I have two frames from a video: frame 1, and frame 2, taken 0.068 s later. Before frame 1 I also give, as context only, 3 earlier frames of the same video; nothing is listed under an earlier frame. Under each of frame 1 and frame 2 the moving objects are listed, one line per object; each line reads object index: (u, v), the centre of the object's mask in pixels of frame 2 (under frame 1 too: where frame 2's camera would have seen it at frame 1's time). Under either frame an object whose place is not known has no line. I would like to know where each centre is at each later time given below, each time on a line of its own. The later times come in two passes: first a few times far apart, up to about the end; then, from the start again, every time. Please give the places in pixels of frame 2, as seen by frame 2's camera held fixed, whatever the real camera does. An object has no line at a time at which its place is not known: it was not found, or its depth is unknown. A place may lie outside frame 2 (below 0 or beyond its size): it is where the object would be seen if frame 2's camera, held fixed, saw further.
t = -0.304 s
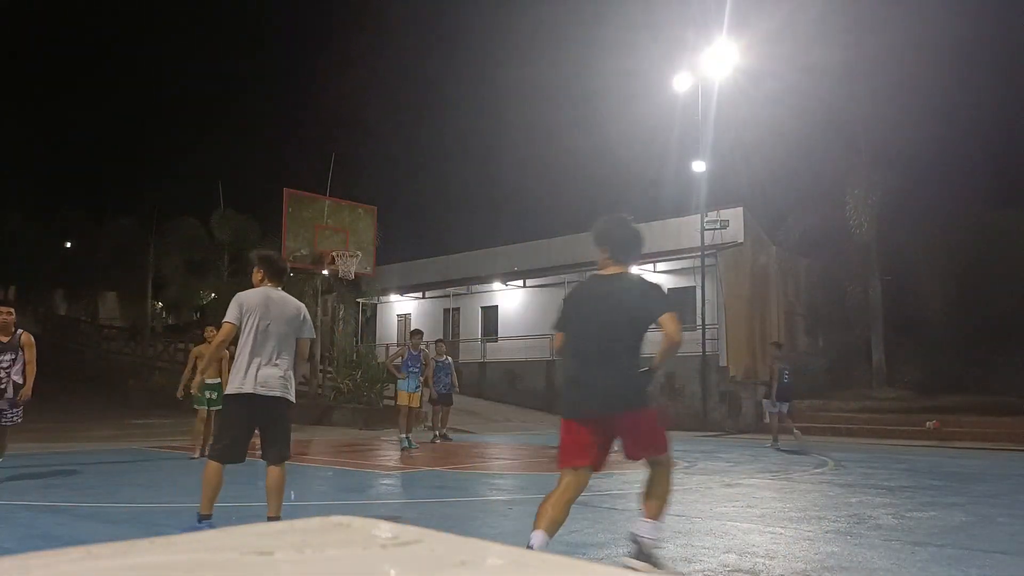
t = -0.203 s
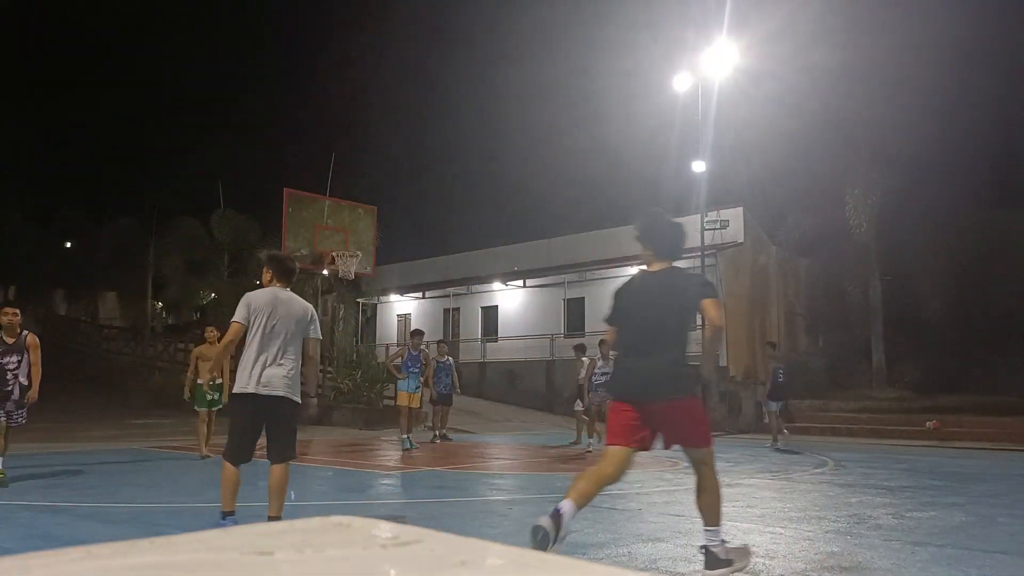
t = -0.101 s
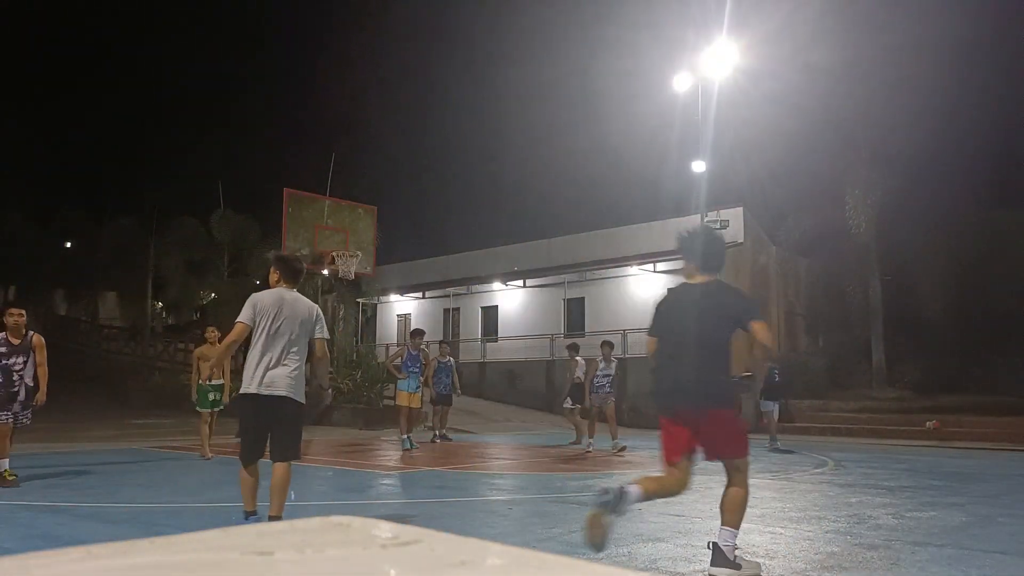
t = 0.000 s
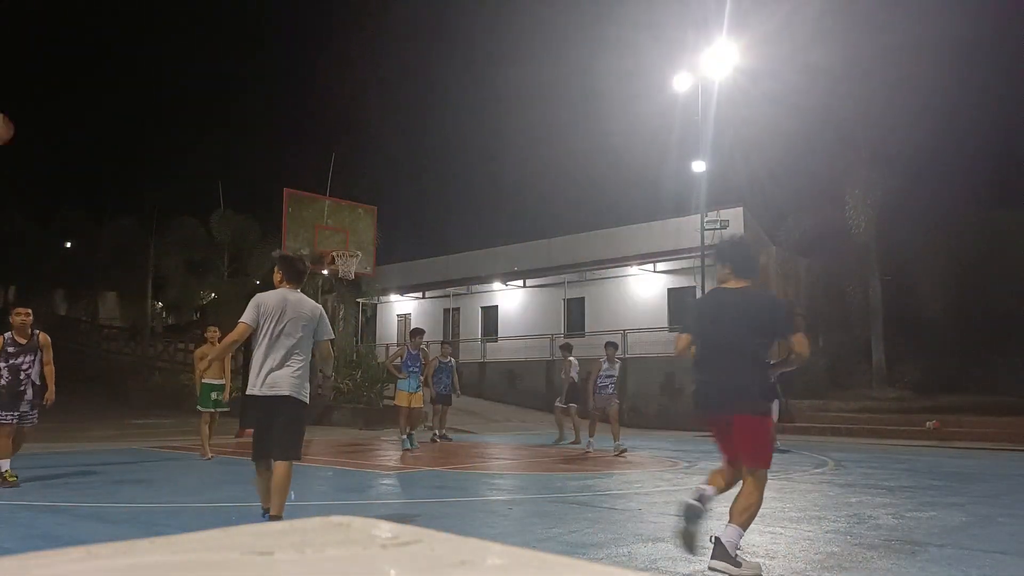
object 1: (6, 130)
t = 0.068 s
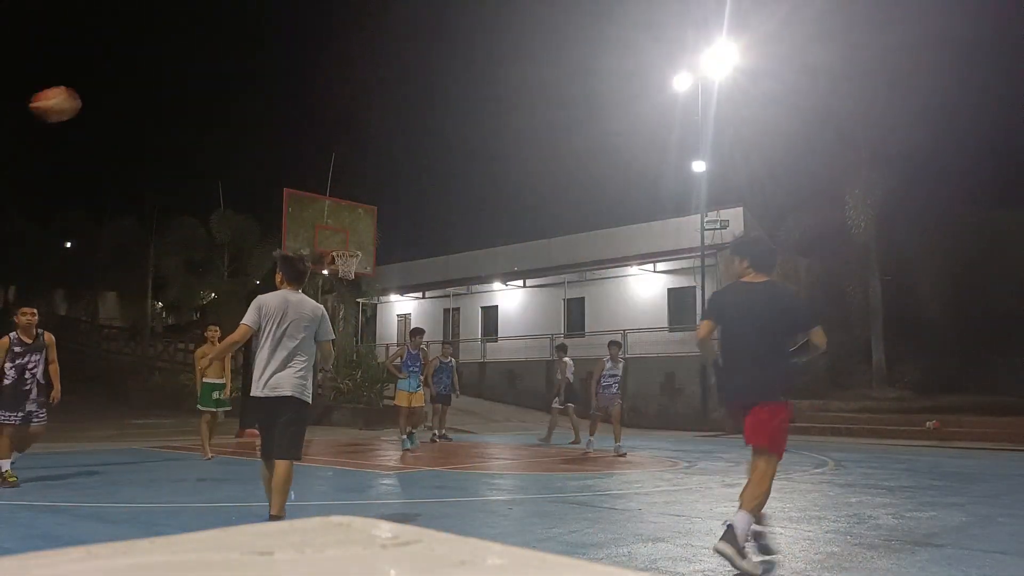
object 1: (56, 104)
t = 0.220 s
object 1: (208, 67)
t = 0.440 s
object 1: (424, 68)
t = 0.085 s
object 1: (72, 99)
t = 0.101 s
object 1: (89, 94)
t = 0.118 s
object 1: (106, 89)
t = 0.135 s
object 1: (123, 84)
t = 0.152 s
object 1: (140, 80)
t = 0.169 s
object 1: (158, 76)
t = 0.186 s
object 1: (174, 73)
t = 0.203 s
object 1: (191, 70)
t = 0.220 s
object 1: (208, 67)
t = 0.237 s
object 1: (225, 65)
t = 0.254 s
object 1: (241, 63)
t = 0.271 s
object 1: (258, 62)
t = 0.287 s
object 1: (275, 61)
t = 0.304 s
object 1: (291, 60)
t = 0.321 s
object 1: (308, 60)
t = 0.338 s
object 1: (324, 60)
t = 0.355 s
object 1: (341, 61)
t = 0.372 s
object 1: (358, 61)
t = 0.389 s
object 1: (374, 63)
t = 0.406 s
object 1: (391, 65)
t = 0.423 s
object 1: (407, 66)
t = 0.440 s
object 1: (424, 68)
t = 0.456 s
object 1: (441, 72)
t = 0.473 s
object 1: (457, 75)
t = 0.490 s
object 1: (474, 78)
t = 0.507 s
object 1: (491, 82)
